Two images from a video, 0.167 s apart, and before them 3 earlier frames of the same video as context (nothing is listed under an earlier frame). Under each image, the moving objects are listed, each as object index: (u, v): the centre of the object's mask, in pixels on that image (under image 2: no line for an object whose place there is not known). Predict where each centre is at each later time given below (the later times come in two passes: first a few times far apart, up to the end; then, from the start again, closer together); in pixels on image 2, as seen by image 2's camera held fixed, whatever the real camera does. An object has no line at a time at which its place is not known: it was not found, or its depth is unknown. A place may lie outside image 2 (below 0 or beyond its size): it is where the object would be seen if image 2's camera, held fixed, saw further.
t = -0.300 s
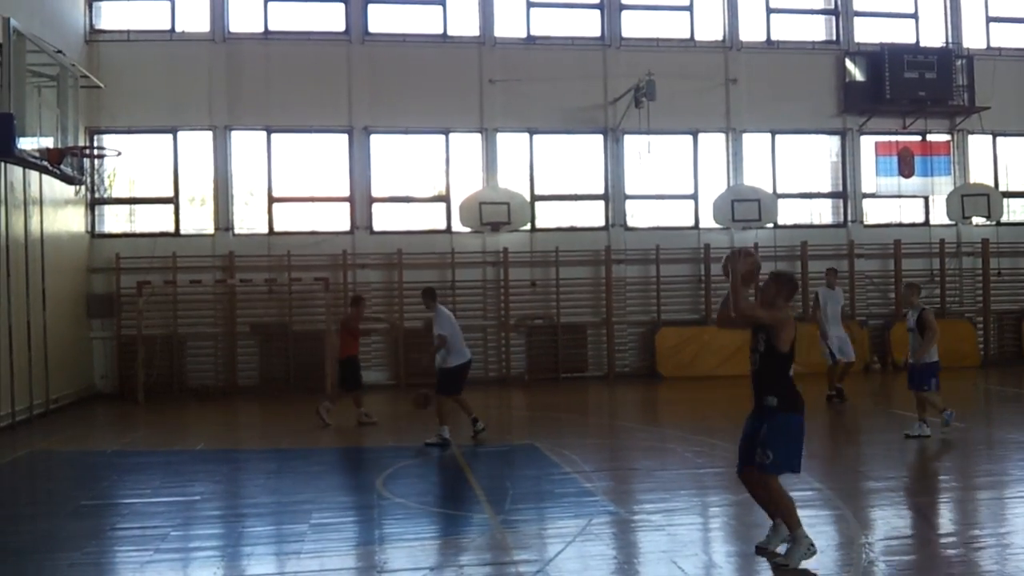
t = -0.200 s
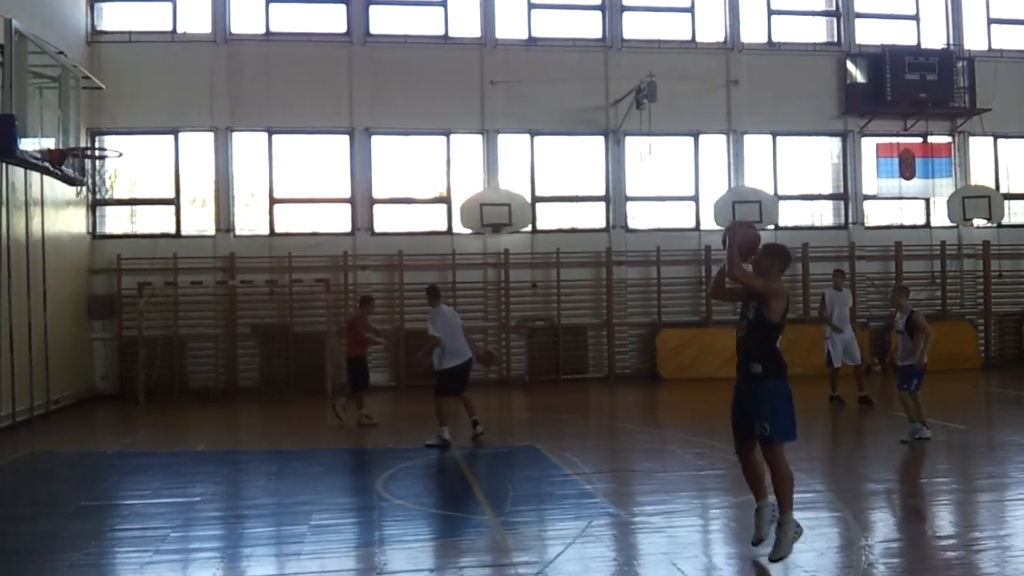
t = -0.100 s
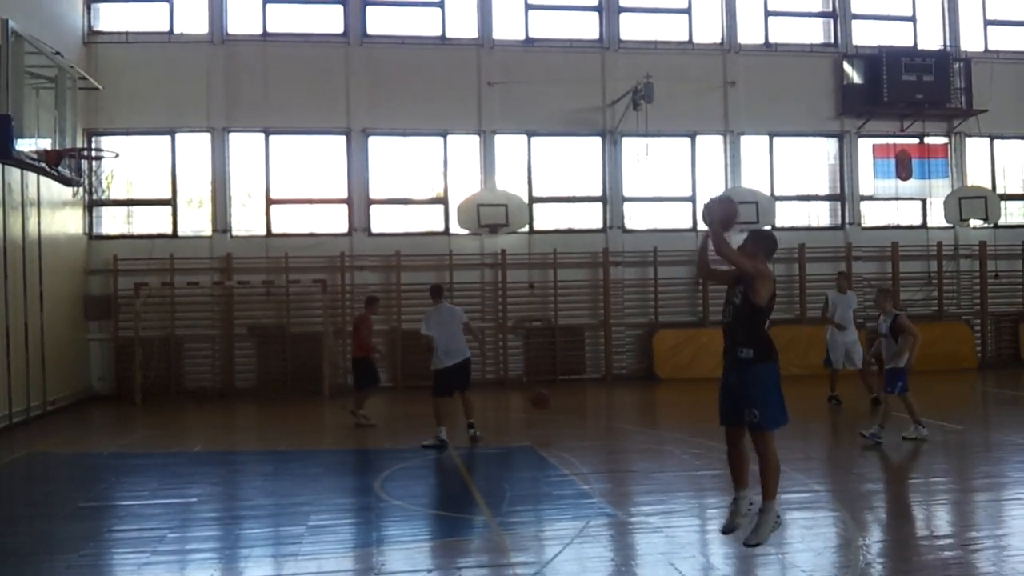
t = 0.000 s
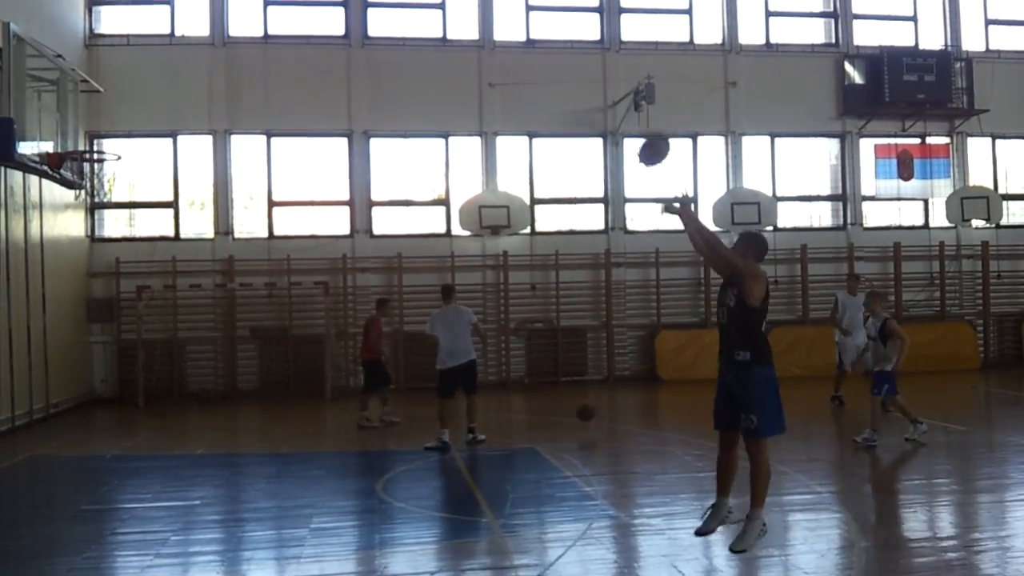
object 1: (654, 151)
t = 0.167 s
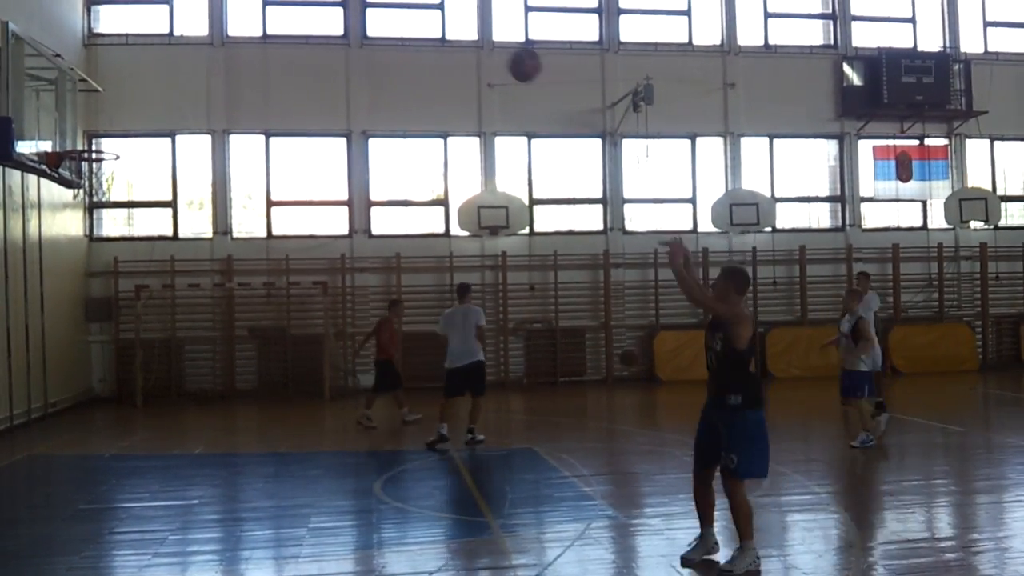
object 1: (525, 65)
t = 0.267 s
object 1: (455, 35)
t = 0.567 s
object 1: (273, 26)
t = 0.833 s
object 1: (139, 103)
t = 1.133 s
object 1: (56, 226)
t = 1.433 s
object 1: (27, 401)
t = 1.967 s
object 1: (37, 293)
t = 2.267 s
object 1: (52, 271)
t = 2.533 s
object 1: (66, 329)
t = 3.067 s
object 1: (83, 379)
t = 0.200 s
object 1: (500, 54)
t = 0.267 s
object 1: (455, 35)
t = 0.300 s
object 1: (433, 28)
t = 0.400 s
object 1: (368, 16)
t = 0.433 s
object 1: (349, 15)
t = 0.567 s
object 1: (273, 26)
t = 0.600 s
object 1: (255, 32)
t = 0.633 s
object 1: (236, 38)
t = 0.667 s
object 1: (220, 46)
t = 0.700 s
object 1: (203, 56)
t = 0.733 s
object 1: (187, 66)
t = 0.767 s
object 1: (171, 77)
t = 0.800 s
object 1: (155, 89)
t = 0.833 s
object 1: (139, 103)
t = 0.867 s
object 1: (124, 117)
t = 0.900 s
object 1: (110, 131)
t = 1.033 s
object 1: (66, 186)
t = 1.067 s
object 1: (62, 198)
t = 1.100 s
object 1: (59, 211)
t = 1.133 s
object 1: (56, 226)
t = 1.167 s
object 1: (53, 241)
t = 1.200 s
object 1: (50, 257)
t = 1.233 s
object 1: (46, 274)
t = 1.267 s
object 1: (43, 292)
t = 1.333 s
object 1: (37, 333)
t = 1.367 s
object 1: (33, 354)
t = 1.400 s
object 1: (30, 377)
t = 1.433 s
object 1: (27, 401)
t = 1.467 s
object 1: (25, 423)
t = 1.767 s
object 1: (28, 358)
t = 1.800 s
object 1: (30, 344)
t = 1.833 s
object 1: (31, 332)
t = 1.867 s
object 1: (33, 320)
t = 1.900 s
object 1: (34, 310)
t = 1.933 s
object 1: (35, 301)
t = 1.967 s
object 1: (37, 293)
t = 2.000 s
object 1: (39, 286)
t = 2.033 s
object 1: (40, 281)
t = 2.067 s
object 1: (42, 276)
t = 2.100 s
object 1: (44, 272)
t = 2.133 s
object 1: (45, 270)
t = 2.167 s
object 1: (47, 268)
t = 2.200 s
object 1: (49, 268)
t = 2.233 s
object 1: (51, 269)
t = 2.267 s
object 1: (52, 271)
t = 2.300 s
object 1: (54, 275)
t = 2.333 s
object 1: (56, 279)
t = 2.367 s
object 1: (58, 284)
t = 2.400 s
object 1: (60, 291)
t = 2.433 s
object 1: (61, 299)
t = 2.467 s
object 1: (63, 308)
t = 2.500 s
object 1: (65, 318)
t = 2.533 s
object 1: (66, 329)
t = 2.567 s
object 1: (68, 342)
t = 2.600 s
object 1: (70, 355)
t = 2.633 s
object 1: (73, 370)
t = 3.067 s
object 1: (83, 379)
